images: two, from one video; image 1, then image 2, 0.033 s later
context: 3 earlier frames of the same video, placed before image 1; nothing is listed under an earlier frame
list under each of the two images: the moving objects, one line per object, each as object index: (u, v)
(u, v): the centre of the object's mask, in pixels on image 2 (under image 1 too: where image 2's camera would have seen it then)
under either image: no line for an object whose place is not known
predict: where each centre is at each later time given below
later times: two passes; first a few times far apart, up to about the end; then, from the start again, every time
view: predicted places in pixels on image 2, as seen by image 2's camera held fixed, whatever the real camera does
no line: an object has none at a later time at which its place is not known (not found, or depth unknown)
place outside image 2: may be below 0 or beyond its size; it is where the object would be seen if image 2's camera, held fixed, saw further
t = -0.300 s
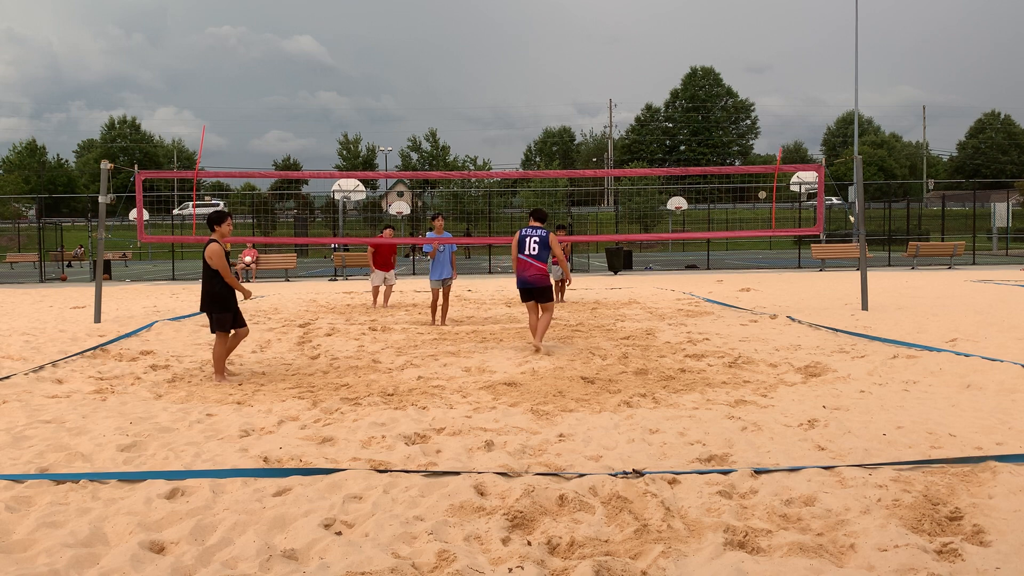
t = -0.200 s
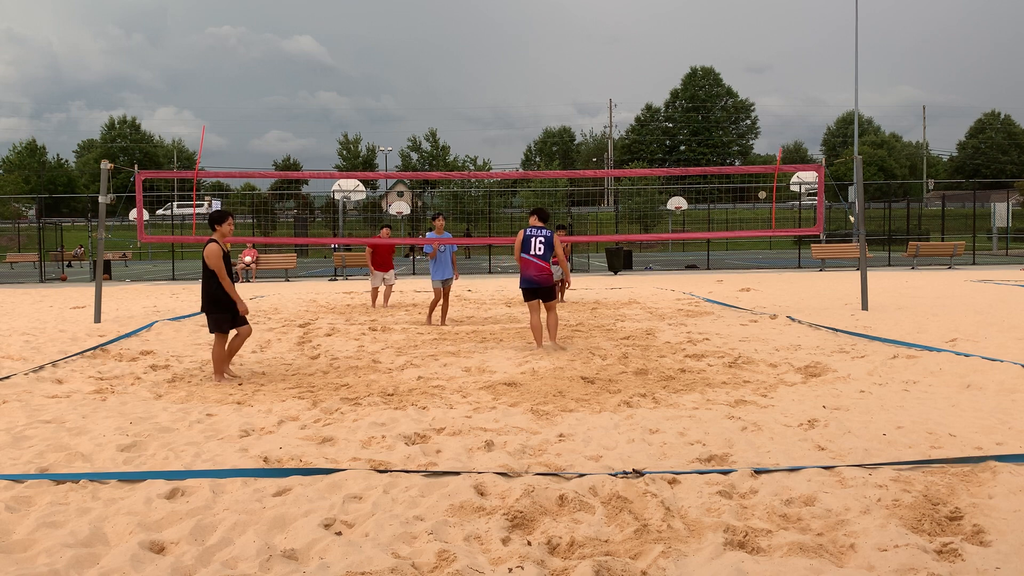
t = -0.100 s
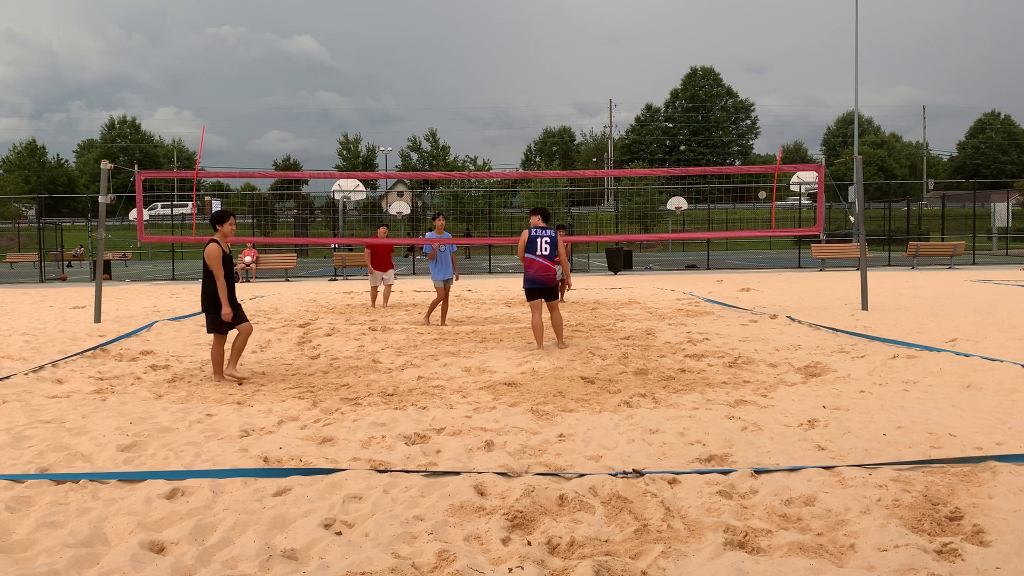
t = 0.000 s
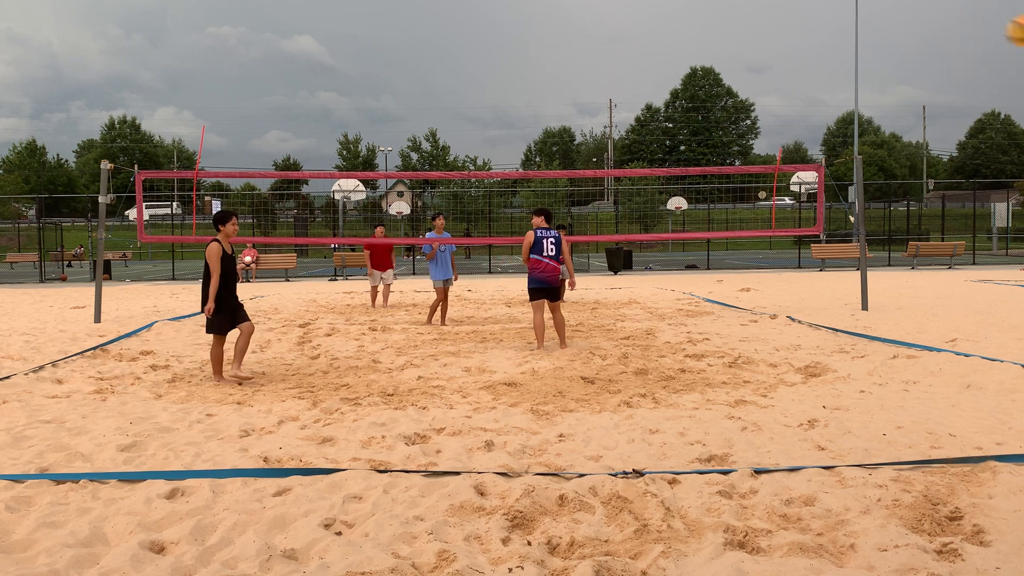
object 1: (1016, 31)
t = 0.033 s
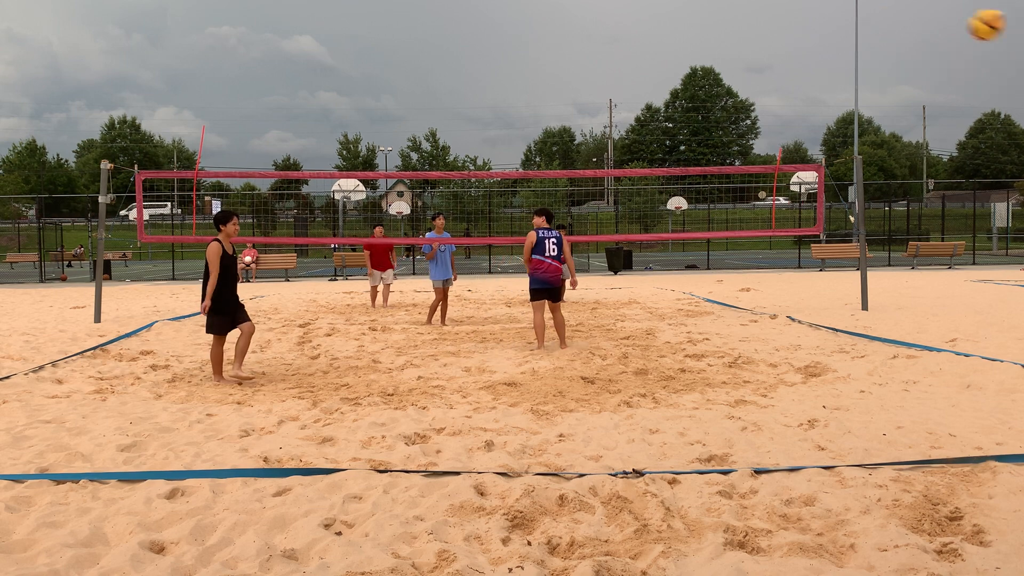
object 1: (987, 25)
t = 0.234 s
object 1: (812, 30)
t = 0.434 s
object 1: (704, 73)
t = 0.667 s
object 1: (621, 145)
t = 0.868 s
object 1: (587, 169)
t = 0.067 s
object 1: (950, 22)
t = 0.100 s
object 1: (918, 20)
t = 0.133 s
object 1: (888, 21)
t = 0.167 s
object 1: (860, 23)
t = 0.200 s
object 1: (836, 26)
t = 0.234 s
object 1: (812, 30)
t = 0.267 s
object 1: (792, 35)
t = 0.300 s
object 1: (772, 41)
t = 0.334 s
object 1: (753, 48)
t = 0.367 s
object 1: (736, 55)
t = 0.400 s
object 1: (720, 64)
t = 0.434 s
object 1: (704, 73)
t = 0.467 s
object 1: (690, 82)
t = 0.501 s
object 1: (677, 92)
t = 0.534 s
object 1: (664, 102)
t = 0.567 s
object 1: (652, 112)
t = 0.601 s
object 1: (641, 123)
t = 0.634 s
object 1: (631, 134)
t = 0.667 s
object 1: (621, 145)
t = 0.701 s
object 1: (611, 157)
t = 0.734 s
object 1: (602, 168)
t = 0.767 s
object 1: (598, 168)
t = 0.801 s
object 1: (594, 168)
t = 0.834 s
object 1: (590, 169)
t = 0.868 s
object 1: (587, 169)
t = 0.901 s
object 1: (583, 170)
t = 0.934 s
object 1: (579, 180)
